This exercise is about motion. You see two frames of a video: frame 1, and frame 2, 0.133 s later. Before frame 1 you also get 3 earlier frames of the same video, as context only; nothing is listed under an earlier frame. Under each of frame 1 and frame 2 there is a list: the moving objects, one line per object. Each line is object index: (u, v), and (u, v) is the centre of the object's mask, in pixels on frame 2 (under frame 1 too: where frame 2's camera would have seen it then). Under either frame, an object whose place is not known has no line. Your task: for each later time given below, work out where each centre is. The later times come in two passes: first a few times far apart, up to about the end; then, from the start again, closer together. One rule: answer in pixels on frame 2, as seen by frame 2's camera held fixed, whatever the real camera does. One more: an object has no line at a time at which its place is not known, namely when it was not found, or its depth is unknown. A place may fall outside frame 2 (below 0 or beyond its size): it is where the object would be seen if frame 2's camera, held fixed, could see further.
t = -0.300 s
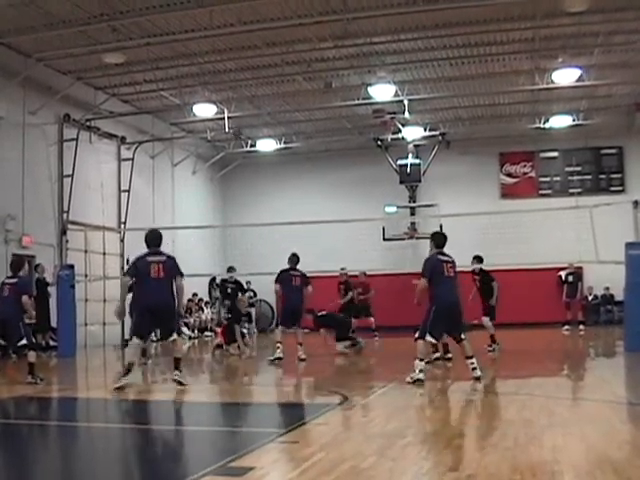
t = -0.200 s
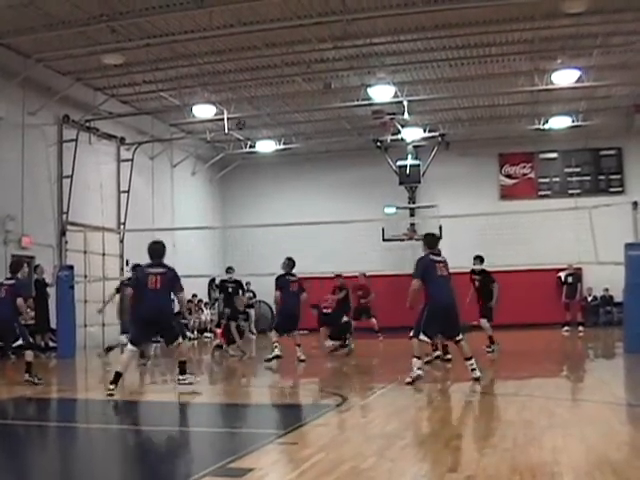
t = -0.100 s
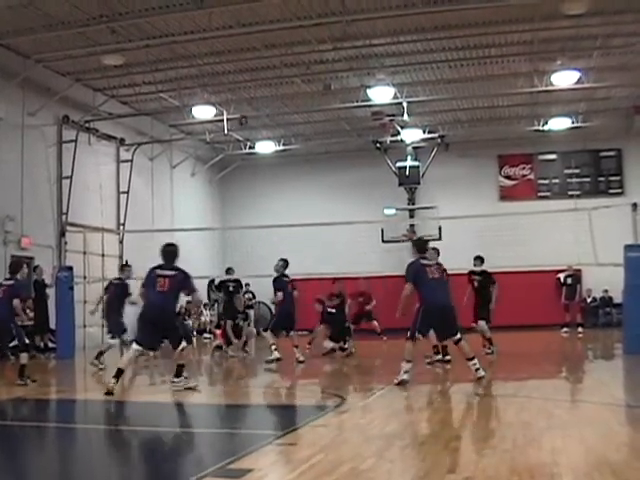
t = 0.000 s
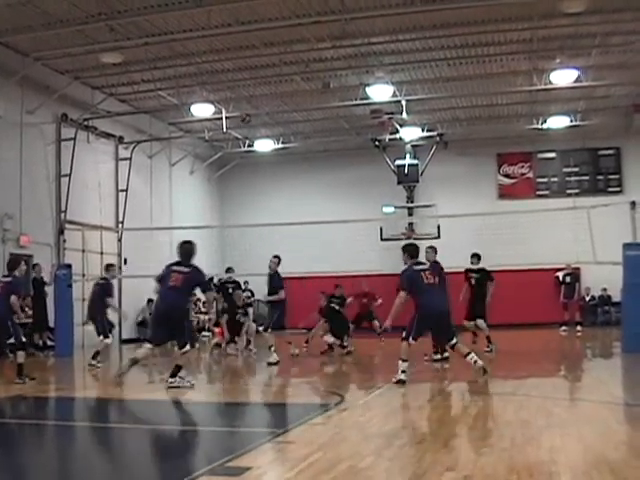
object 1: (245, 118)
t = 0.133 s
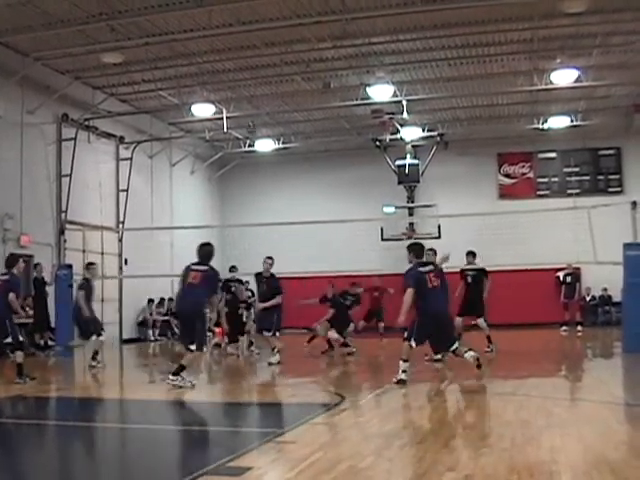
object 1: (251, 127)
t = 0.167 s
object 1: (252, 128)
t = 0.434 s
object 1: (266, 195)
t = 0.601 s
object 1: (276, 264)
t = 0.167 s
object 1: (252, 128)
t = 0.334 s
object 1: (260, 166)
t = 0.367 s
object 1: (263, 175)
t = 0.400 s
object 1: (265, 184)
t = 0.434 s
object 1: (266, 195)
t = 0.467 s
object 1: (268, 207)
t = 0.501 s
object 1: (270, 219)
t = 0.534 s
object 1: (272, 234)
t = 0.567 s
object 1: (274, 248)
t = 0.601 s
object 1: (276, 264)
